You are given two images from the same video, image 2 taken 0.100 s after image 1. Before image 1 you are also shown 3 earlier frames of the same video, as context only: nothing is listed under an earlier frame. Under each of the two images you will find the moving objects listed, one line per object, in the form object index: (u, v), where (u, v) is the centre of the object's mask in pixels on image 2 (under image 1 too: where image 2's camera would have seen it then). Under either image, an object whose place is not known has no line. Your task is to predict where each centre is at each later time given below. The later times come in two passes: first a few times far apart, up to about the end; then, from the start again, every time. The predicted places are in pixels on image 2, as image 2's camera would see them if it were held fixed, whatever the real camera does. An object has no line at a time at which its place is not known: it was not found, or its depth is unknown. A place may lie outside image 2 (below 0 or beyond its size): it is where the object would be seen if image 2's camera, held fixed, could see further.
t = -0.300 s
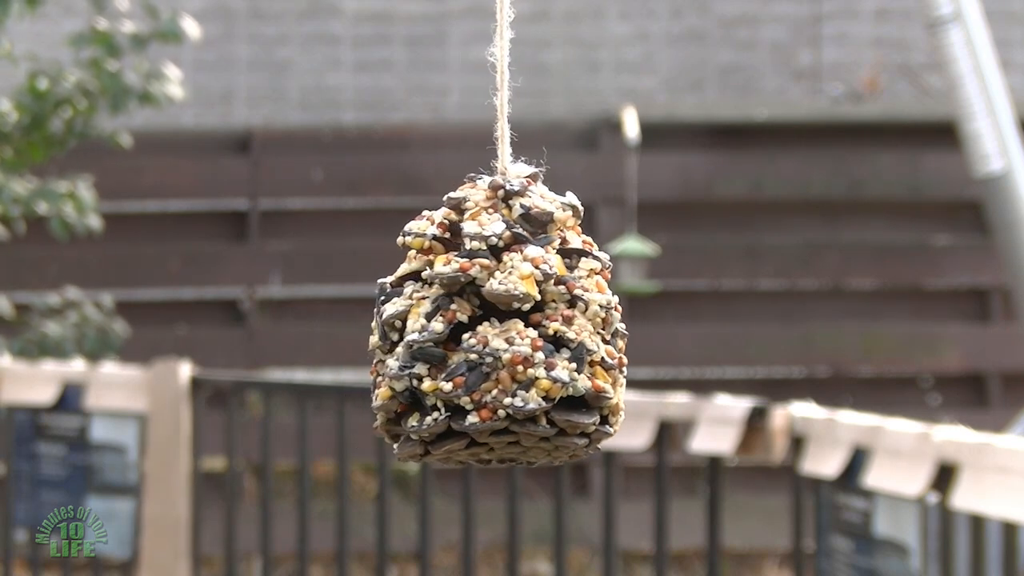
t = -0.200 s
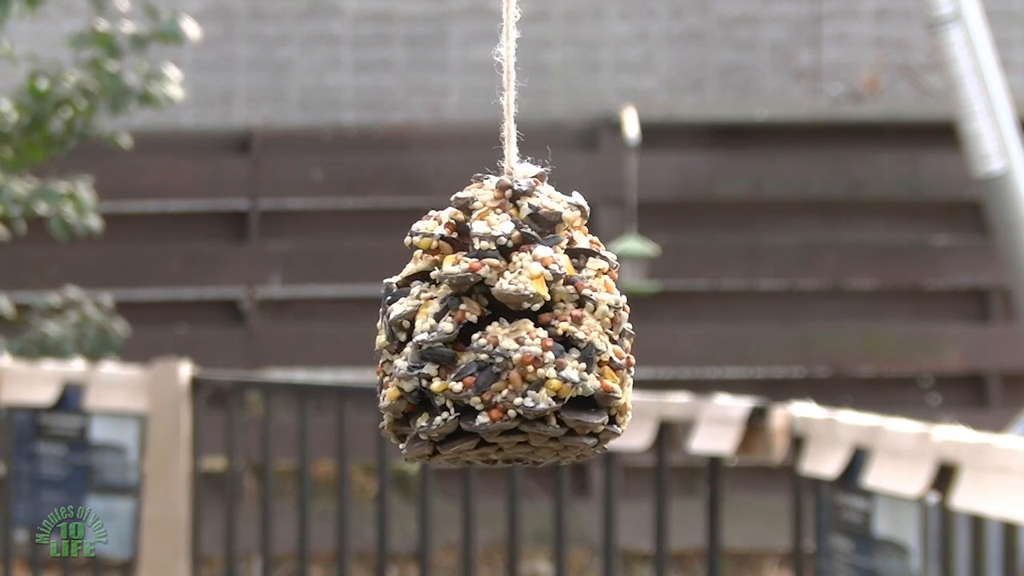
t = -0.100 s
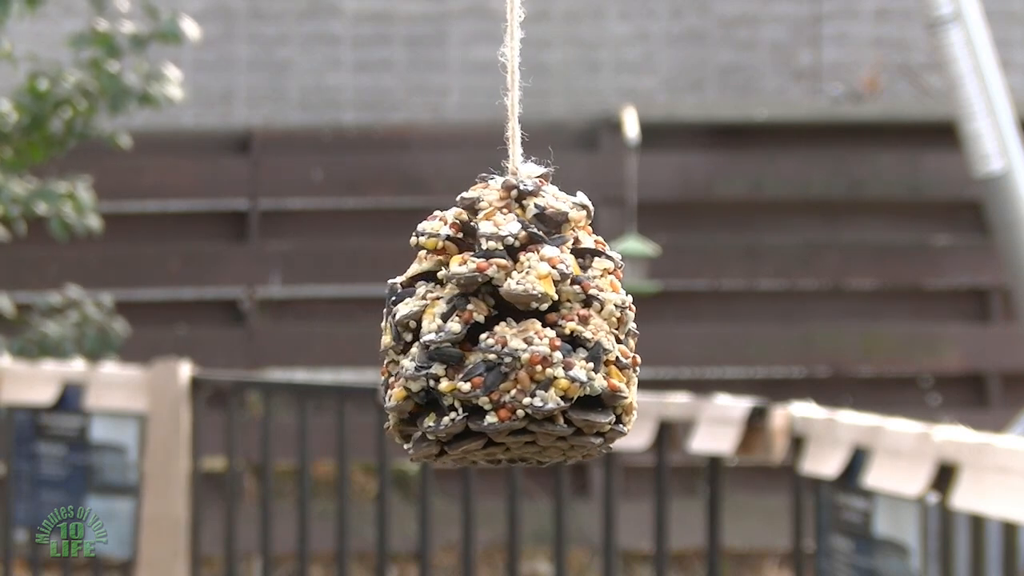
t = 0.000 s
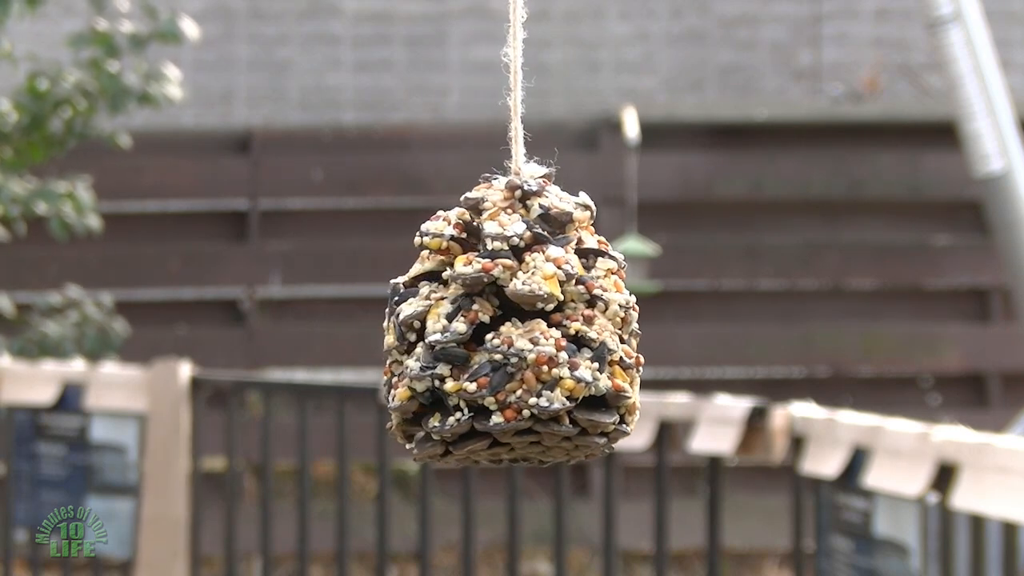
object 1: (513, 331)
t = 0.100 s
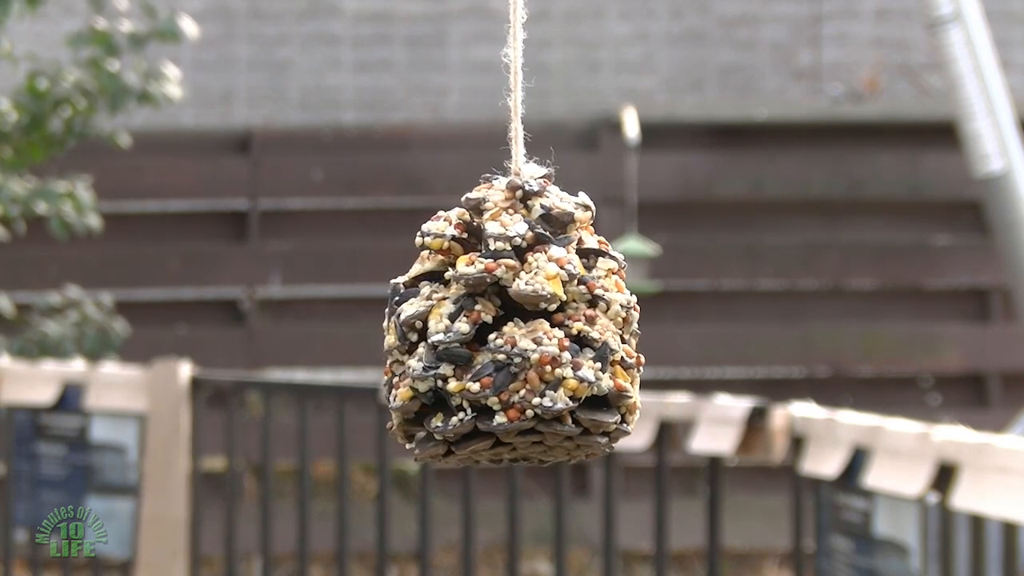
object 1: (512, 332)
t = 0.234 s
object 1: (509, 331)
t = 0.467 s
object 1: (493, 331)
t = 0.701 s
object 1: (477, 330)
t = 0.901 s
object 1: (468, 330)
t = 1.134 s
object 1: (470, 330)
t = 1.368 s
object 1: (487, 331)
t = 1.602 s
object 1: (505, 332)
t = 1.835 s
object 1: (510, 331)
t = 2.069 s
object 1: (502, 330)
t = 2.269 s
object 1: (487, 331)
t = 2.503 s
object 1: (474, 331)
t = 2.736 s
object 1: (472, 330)
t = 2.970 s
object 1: (483, 331)
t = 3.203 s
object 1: (499, 330)
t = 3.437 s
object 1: (511, 331)
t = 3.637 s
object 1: (512, 331)
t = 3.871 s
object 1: (501, 330)
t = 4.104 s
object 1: (483, 330)
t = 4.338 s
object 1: (471, 330)
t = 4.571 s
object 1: (471, 330)
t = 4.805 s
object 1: (485, 330)
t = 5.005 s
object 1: (502, 330)
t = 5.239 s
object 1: (516, 331)
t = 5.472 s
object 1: (514, 331)
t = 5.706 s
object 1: (496, 331)
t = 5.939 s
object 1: (474, 331)
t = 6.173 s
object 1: (462, 330)
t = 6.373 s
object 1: (465, 331)
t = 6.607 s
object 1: (484, 331)
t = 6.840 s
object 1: (506, 330)
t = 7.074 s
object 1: (514, 331)
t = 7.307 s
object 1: (506, 330)
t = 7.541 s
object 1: (484, 330)
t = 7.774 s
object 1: (464, 330)
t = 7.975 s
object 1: (456, 329)
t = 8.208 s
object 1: (463, 329)
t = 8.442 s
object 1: (485, 331)
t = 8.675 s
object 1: (507, 330)
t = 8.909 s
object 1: (516, 329)
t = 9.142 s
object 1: (507, 328)
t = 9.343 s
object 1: (489, 329)
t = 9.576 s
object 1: (469, 328)
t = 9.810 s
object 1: (460, 327)
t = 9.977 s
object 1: (467, 328)
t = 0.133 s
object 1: (512, 332)
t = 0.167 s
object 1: (511, 331)
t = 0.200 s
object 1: (511, 331)
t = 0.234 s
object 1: (509, 331)
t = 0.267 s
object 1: (507, 331)
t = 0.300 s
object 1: (506, 331)
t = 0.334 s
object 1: (503, 331)
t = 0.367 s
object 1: (502, 330)
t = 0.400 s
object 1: (498, 331)
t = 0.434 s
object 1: (496, 331)
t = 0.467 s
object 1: (493, 331)
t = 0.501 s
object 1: (491, 330)
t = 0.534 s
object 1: (489, 330)
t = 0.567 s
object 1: (486, 330)
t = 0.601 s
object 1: (484, 331)
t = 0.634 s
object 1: (482, 330)
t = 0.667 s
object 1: (479, 330)
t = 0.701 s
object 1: (477, 330)
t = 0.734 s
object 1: (474, 330)
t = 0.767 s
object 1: (473, 330)
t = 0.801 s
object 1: (472, 330)
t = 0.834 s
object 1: (470, 331)
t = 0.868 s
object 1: (468, 330)
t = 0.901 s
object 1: (468, 330)
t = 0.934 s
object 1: (467, 330)
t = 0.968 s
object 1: (468, 330)
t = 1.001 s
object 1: (468, 331)
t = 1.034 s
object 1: (467, 331)
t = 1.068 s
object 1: (469, 330)
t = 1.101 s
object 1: (469, 330)
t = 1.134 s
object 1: (470, 330)
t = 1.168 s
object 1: (473, 330)
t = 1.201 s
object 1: (475, 331)
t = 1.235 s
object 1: (477, 331)
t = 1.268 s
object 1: (479, 331)
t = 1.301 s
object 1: (482, 330)
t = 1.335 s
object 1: (484, 331)
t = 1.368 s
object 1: (487, 331)
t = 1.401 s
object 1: (490, 330)
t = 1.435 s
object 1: (493, 331)
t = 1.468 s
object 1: (495, 331)
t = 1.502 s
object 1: (498, 331)
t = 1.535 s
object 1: (500, 331)
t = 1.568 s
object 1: (503, 331)
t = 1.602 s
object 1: (505, 332)
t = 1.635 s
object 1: (506, 331)
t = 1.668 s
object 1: (508, 331)
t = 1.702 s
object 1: (510, 332)
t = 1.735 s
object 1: (510, 332)
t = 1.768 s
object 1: (510, 331)
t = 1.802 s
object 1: (510, 331)
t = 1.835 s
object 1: (510, 331)
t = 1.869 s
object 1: (510, 332)
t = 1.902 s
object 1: (509, 332)
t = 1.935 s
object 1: (508, 331)
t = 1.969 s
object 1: (506, 330)
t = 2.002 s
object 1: (505, 331)
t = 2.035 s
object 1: (503, 331)
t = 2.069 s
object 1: (502, 330)
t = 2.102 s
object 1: (499, 331)
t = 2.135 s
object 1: (496, 330)
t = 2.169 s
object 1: (494, 331)
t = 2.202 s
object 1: (492, 331)
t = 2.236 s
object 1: (489, 330)
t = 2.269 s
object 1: (487, 331)
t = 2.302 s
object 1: (485, 331)
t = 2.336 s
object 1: (483, 331)
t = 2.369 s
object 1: (481, 330)
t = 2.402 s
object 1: (478, 330)
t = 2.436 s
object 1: (476, 330)
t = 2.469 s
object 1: (475, 331)
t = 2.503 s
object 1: (474, 331)
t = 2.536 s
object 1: (472, 330)
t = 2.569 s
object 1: (472, 331)
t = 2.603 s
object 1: (471, 330)
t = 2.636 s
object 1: (471, 331)
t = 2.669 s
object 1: (471, 331)
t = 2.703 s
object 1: (471, 330)
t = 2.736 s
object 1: (472, 330)
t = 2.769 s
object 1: (473, 331)
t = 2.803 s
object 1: (474, 331)
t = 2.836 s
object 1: (475, 330)
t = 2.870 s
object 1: (477, 330)
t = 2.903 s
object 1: (478, 330)
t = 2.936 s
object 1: (481, 331)
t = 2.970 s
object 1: (483, 331)
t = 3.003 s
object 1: (485, 330)
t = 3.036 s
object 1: (487, 330)
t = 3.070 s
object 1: (490, 330)
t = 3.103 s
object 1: (492, 331)
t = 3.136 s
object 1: (495, 331)
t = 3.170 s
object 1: (497, 330)
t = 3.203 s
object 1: (499, 330)
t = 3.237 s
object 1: (502, 330)
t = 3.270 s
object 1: (504, 331)
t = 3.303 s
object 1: (506, 332)
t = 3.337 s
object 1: (508, 330)
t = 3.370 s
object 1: (509, 330)
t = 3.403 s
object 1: (510, 330)
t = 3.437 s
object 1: (511, 331)
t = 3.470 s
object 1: (513, 331)
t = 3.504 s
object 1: (513, 330)
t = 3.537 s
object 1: (513, 331)
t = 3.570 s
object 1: (513, 330)
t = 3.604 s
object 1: (512, 331)
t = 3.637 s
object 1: (512, 331)
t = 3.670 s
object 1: (511, 331)
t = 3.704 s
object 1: (510, 330)
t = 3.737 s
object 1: (508, 331)
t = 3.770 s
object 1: (507, 330)
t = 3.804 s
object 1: (505, 331)
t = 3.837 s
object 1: (503, 330)
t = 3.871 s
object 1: (501, 330)
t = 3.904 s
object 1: (498, 331)
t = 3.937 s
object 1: (496, 330)
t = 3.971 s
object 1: (493, 331)
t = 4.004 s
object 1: (491, 330)
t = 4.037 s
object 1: (488, 331)
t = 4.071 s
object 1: (486, 331)
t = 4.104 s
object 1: (483, 330)
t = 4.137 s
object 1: (481, 330)
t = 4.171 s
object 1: (479, 331)
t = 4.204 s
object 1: (477, 331)
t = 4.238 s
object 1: (475, 330)
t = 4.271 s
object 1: (473, 330)
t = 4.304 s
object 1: (472, 330)
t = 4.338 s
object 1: (471, 330)
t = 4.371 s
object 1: (470, 330)
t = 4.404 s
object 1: (470, 331)
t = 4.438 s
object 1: (469, 330)
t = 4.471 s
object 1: (469, 330)
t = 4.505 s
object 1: (469, 330)
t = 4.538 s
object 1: (470, 330)
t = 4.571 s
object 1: (471, 330)
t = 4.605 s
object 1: (472, 330)
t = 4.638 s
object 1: (474, 331)
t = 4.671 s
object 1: (475, 330)
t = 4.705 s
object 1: (478, 331)
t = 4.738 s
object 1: (480, 330)
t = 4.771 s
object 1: (482, 331)
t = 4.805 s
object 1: (485, 330)
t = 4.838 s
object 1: (488, 331)
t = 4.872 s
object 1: (491, 330)
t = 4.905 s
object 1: (494, 331)
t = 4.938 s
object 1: (497, 330)
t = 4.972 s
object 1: (499, 331)
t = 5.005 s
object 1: (502, 330)
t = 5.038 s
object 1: (505, 330)
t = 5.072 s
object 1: (507, 330)
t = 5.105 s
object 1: (509, 331)
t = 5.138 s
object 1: (511, 330)
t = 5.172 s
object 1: (513, 331)
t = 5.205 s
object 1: (515, 331)
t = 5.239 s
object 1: (516, 331)
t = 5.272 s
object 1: (517, 331)
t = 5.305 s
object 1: (517, 331)
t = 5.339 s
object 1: (517, 331)
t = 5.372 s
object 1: (517, 331)
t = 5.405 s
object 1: (516, 331)
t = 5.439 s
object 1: (515, 331)
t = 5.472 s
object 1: (514, 331)
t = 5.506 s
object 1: (512, 331)
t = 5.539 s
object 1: (510, 331)
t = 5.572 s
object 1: (508, 331)
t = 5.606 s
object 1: (505, 331)
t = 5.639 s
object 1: (502, 331)
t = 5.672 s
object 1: (499, 331)
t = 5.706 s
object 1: (496, 331)
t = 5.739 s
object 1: (493, 330)
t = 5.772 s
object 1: (489, 331)
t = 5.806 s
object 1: (486, 331)
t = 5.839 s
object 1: (482, 331)
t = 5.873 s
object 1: (480, 330)
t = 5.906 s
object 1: (476, 330)
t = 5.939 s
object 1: (474, 331)
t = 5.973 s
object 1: (471, 331)
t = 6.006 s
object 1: (469, 330)
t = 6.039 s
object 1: (467, 330)
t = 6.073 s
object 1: (464, 330)
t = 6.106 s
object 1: (463, 330)
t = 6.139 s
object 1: (462, 330)
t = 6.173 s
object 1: (462, 330)
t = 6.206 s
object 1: (461, 330)
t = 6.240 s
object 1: (461, 330)
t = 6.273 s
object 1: (462, 330)
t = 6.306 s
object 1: (462, 330)
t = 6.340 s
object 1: (464, 331)
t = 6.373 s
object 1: (465, 331)
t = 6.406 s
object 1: (467, 331)
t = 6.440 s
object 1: (469, 331)
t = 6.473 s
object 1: (472, 330)
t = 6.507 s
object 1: (475, 330)
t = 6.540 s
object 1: (478, 331)
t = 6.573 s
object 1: (481, 331)
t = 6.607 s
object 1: (484, 331)
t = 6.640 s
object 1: (487, 330)
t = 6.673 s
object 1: (491, 331)
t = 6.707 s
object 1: (494, 332)
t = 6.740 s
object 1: (497, 332)
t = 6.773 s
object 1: (500, 331)
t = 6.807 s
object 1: (503, 331)
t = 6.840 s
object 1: (506, 330)
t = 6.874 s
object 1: (508, 332)
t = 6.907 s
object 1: (510, 332)
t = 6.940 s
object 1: (512, 330)
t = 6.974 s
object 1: (513, 332)
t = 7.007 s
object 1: (514, 331)
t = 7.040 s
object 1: (515, 330)
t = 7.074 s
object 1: (514, 331)
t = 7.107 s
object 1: (515, 332)
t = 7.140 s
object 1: (514, 332)
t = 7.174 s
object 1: (513, 331)
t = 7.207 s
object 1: (512, 332)
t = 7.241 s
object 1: (510, 330)
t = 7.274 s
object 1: (508, 332)
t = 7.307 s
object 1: (506, 330)
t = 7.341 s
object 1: (503, 330)
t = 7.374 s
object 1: (500, 332)
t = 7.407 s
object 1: (497, 331)
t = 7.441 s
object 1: (494, 331)
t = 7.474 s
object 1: (490, 330)
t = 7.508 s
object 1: (488, 331)
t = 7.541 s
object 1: (484, 330)
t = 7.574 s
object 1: (481, 331)
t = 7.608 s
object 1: (478, 330)
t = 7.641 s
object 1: (475, 329)
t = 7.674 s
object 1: (471, 329)
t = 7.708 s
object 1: (468, 329)
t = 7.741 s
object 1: (466, 330)
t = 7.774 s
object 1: (464, 330)
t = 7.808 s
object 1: (461, 328)
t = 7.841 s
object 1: (460, 329)
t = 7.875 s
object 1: (458, 329)
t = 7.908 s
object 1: (458, 329)
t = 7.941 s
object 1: (456, 328)
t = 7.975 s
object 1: (456, 329)
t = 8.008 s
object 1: (456, 329)
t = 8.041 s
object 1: (456, 328)
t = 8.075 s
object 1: (457, 328)
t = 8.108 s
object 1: (458, 330)
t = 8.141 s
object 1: (460, 330)
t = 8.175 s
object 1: (461, 328)
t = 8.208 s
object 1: (463, 329)
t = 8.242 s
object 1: (466, 330)
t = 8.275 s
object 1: (468, 329)
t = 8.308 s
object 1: (471, 330)
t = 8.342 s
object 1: (474, 329)
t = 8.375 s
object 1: (478, 329)
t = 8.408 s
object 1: (481, 331)
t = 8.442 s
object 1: (485, 331)
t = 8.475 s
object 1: (488, 330)
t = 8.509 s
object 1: (491, 330)
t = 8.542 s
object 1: (494, 330)
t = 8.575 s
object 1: (498, 330)
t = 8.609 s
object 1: (501, 330)
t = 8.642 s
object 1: (504, 331)
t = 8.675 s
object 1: (507, 330)
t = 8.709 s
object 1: (509, 330)
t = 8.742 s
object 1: (512, 330)
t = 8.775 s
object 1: (513, 330)
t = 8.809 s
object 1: (514, 331)
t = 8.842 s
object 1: (515, 330)
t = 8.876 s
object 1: (515, 330)
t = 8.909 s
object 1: (516, 329)
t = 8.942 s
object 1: (516, 329)
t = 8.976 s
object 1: (515, 331)
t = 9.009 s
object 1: (514, 331)
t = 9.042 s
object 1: (513, 330)
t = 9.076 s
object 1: (511, 329)
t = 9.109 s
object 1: (510, 329)
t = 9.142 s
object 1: (507, 328)
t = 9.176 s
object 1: (505, 330)
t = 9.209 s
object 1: (502, 329)
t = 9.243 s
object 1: (499, 328)
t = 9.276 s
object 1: (496, 328)
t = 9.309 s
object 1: (493, 329)
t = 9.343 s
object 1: (489, 329)
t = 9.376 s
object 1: (486, 327)
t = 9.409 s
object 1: (483, 327)
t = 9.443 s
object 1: (480, 328)
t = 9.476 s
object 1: (476, 328)
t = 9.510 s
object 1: (473, 327)
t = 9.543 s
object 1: (471, 328)
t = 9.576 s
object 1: (469, 328)
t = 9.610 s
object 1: (466, 327)
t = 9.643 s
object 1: (464, 327)
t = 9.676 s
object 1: (463, 328)
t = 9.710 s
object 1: (462, 328)
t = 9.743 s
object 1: (462, 328)
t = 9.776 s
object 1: (460, 326)
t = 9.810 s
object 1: (460, 327)
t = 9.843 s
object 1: (462, 328)
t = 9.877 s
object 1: (462, 328)
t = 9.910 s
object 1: (463, 327)
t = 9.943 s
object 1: (465, 327)
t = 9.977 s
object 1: (467, 328)
